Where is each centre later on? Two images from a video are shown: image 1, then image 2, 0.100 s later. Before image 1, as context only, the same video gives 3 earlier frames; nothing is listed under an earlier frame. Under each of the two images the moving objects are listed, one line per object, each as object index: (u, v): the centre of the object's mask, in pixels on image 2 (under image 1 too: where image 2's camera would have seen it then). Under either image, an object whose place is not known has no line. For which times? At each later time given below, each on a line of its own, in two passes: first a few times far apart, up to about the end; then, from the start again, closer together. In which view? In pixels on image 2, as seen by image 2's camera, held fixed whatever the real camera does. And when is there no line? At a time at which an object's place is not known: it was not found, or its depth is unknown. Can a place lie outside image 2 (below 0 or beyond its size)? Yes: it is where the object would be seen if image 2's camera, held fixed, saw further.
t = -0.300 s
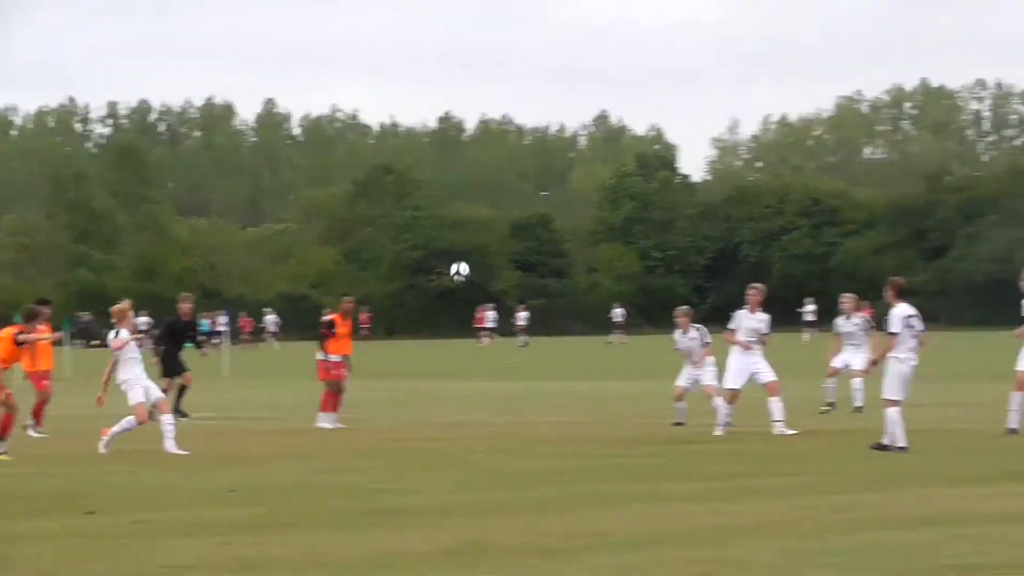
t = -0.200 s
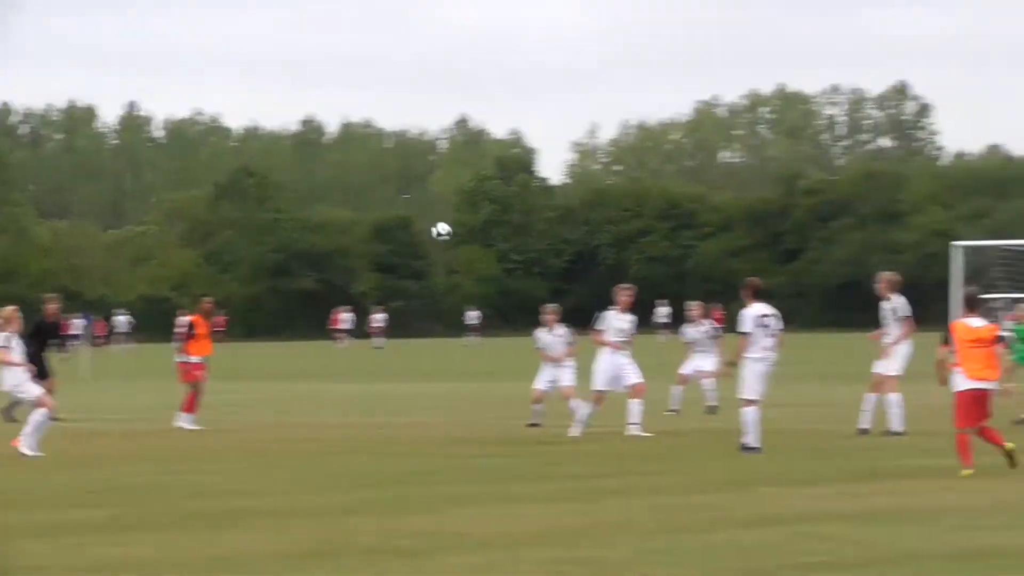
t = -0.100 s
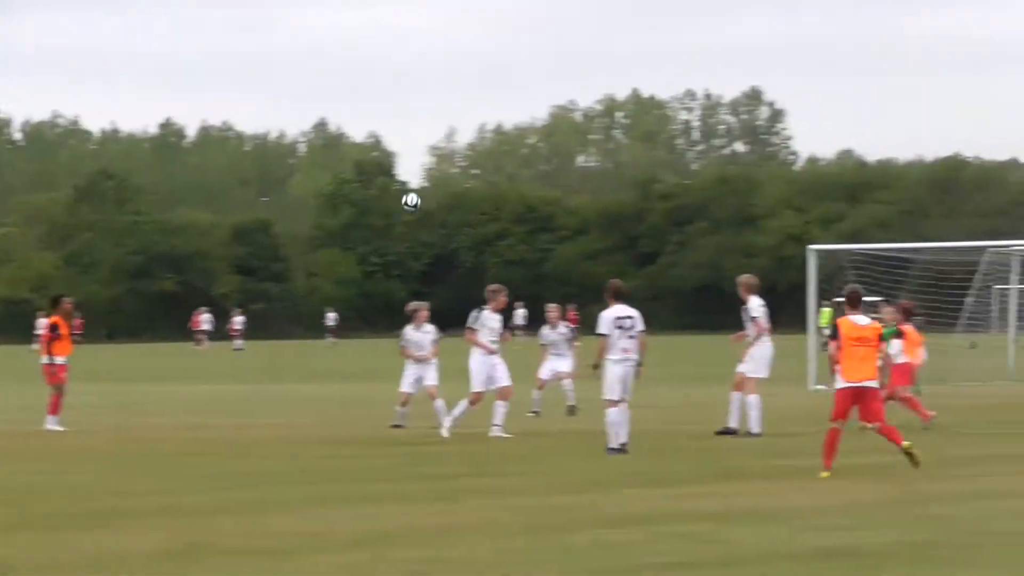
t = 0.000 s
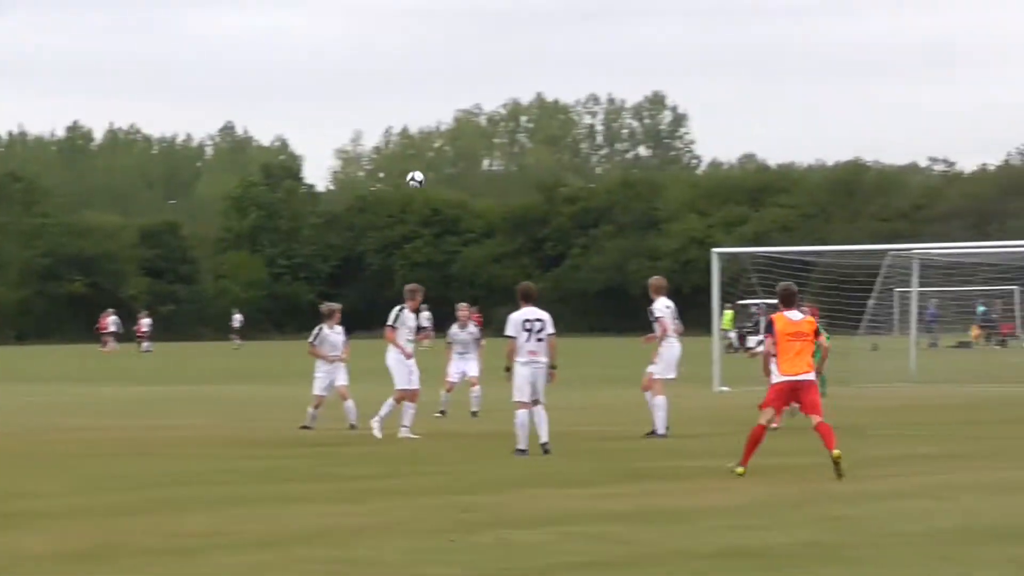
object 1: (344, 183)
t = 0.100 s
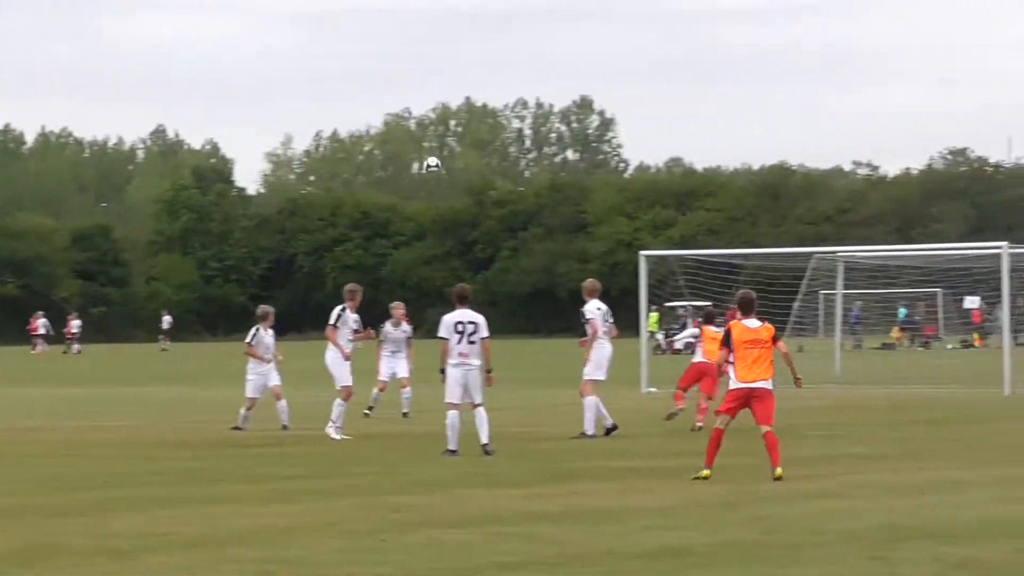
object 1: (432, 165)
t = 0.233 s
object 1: (540, 150)
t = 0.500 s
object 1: (705, 154)
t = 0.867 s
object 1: (898, 210)
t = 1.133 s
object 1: (1006, 281)
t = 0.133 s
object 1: (464, 159)
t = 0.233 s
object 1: (540, 150)
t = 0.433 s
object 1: (670, 151)
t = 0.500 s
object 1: (705, 154)
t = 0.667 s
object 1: (802, 171)
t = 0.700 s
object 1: (811, 174)
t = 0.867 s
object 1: (898, 210)
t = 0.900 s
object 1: (907, 214)
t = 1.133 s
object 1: (1006, 281)
